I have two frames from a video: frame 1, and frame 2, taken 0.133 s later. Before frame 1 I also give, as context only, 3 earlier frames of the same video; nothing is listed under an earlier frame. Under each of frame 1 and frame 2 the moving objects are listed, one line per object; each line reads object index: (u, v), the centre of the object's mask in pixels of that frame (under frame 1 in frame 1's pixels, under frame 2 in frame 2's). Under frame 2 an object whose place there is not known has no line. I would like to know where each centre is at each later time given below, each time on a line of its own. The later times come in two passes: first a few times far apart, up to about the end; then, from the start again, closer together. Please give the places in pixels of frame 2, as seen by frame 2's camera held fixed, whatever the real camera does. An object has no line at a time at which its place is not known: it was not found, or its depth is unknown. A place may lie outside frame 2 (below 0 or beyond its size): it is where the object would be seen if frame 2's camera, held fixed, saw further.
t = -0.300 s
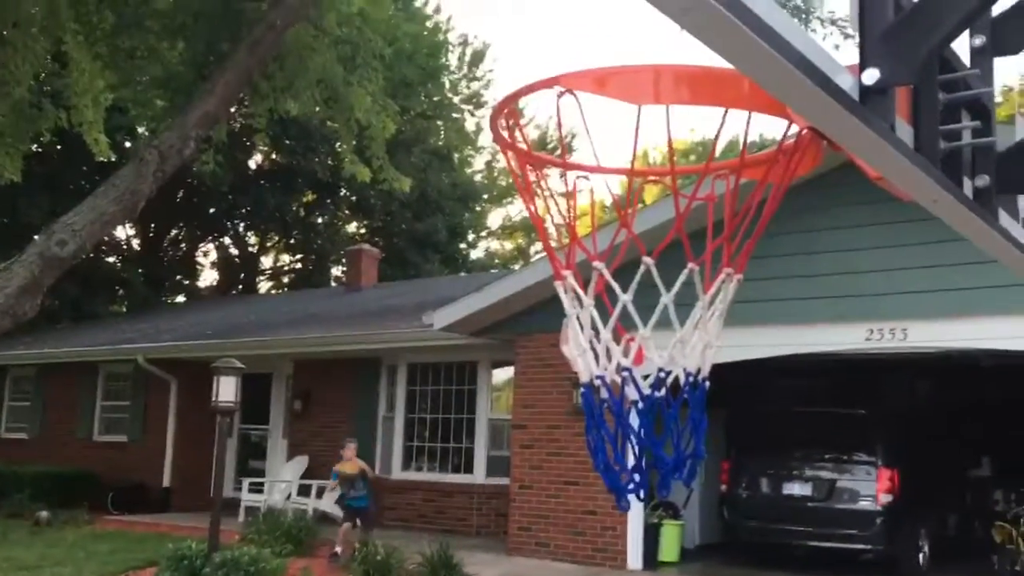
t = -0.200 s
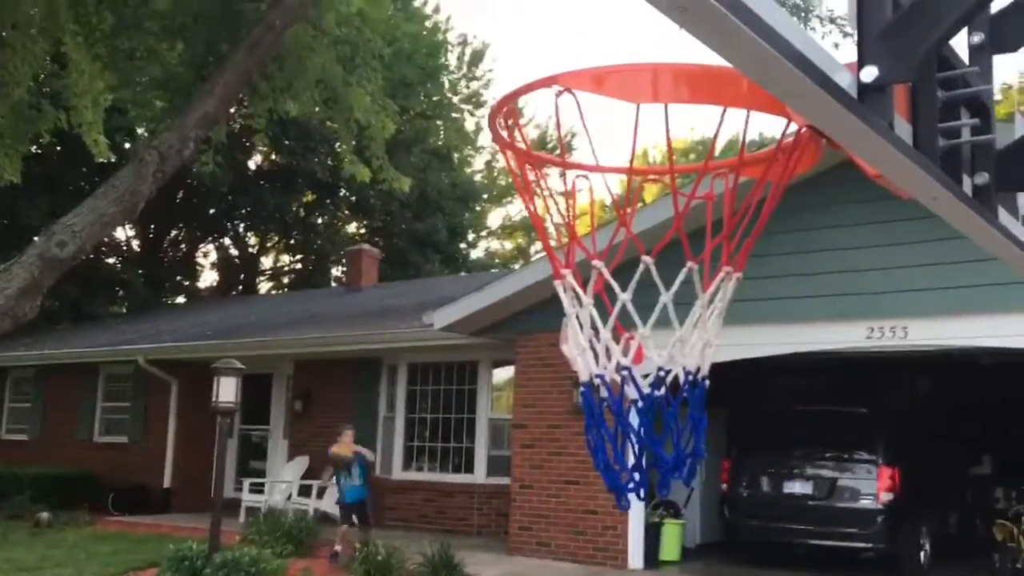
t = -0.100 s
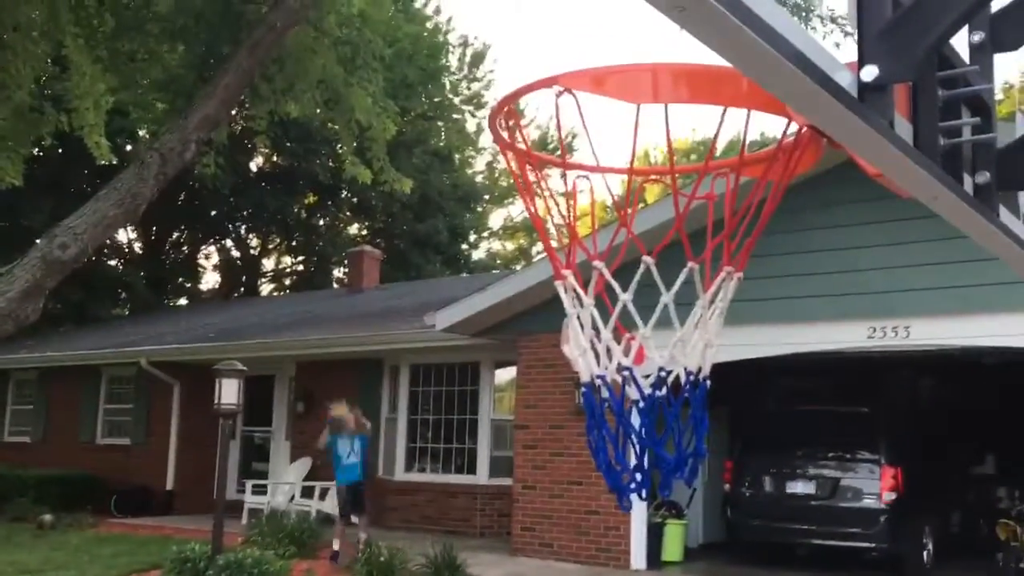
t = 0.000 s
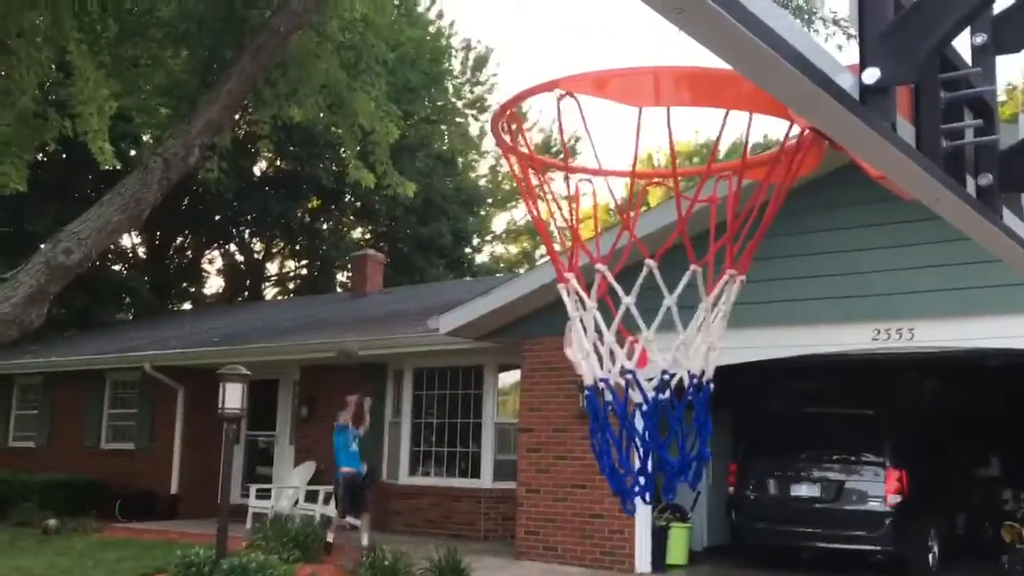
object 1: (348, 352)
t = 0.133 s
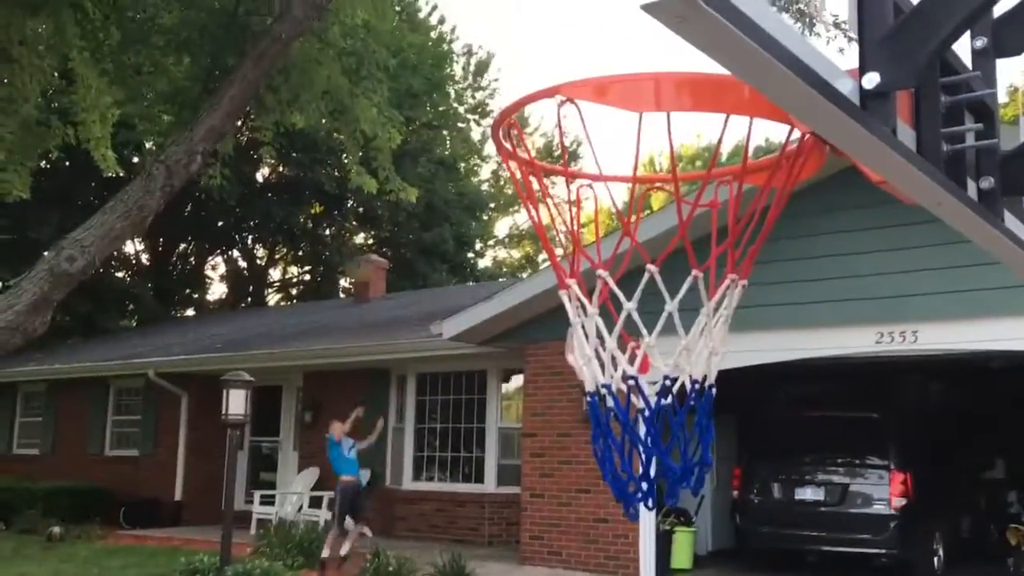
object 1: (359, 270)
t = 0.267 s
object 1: (374, 183)
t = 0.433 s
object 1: (383, 86)
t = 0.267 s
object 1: (374, 183)
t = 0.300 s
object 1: (376, 163)
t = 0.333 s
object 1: (375, 143)
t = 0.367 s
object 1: (378, 123)
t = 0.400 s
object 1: (381, 105)
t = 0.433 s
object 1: (383, 86)
